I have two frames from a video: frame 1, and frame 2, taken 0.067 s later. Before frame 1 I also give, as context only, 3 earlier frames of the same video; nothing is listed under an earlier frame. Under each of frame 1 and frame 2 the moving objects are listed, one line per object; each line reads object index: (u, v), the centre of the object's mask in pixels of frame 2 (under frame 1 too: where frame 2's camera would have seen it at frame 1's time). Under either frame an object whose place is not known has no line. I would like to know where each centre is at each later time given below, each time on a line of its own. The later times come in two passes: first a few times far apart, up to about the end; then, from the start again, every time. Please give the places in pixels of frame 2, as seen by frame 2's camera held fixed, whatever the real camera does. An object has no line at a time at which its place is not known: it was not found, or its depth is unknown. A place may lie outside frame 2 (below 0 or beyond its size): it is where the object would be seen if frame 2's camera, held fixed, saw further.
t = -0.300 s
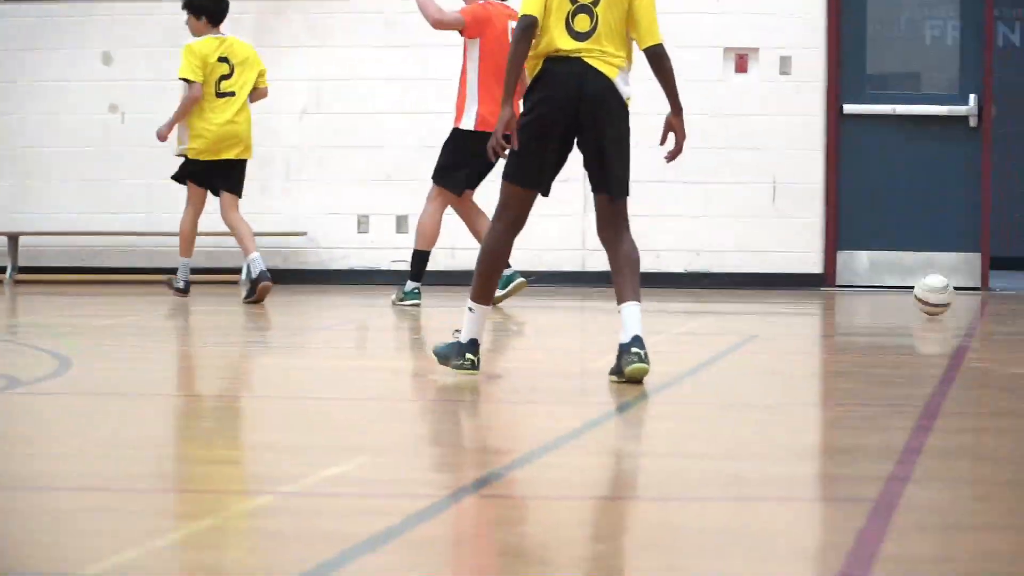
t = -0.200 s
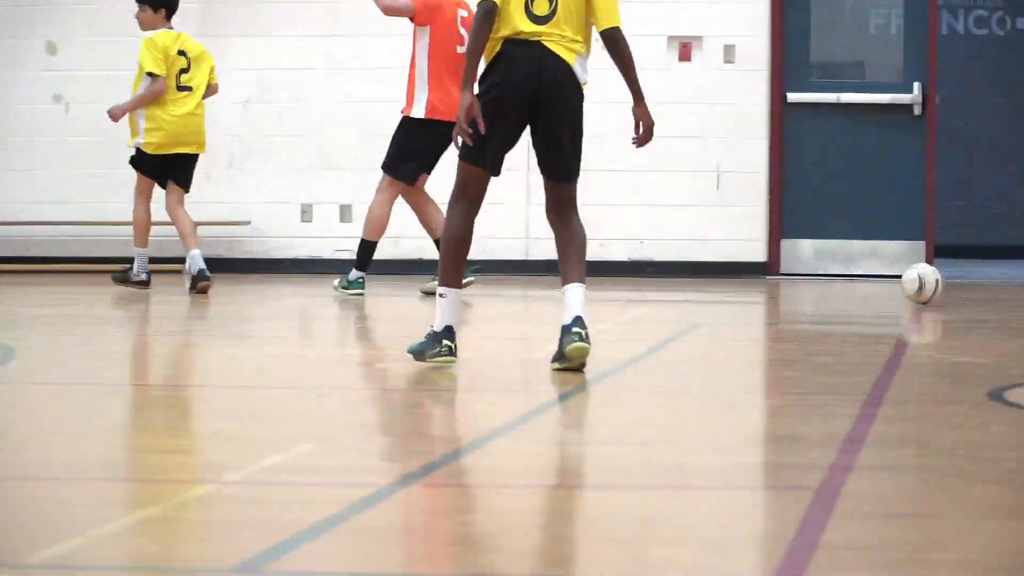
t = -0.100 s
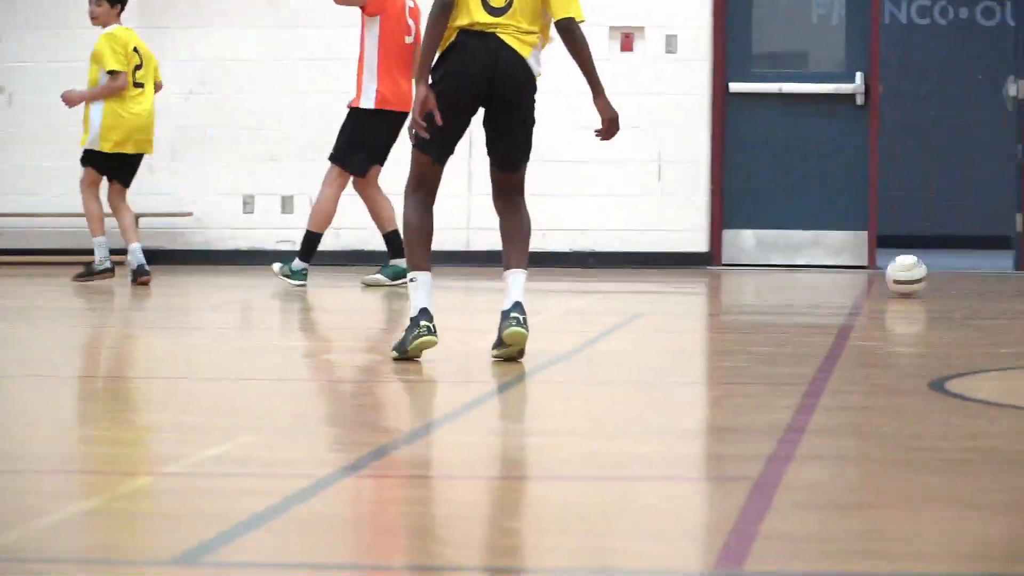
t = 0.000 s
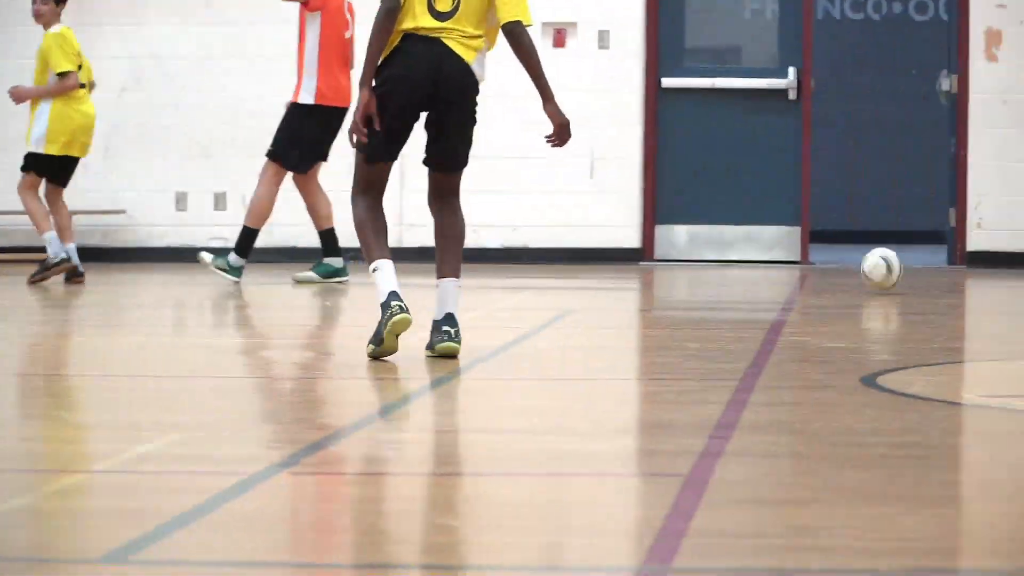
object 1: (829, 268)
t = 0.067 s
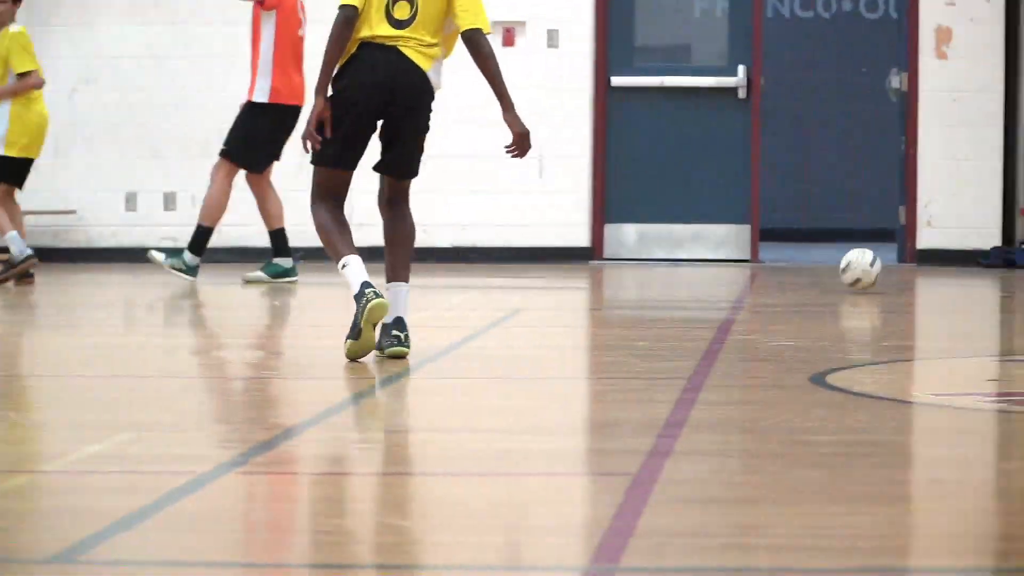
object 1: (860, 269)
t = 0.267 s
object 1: (957, 267)
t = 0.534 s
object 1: (1073, 265)
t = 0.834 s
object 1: (1222, 266)
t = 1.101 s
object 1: (1374, 267)
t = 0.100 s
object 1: (877, 270)
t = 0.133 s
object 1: (892, 270)
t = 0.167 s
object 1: (908, 268)
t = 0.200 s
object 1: (924, 267)
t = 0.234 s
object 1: (941, 267)
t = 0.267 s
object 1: (957, 267)
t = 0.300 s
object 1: (973, 268)
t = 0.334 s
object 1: (989, 267)
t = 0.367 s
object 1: (1004, 265)
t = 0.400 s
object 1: (1018, 263)
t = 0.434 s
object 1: (1030, 263)
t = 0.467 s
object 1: (1044, 263)
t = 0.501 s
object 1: (1058, 264)
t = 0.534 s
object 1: (1073, 265)
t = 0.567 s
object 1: (1088, 268)
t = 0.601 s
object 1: (1103, 266)
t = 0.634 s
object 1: (1119, 265)
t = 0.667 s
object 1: (1134, 265)
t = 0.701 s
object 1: (1152, 265)
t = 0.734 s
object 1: (1169, 266)
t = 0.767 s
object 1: (1187, 268)
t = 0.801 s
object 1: (1204, 268)
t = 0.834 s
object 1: (1222, 266)
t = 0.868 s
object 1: (1241, 265)
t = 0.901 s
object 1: (1258, 264)
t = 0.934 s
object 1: (1278, 265)
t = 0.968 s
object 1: (1296, 266)
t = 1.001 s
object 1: (1315, 268)
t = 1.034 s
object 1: (1335, 270)
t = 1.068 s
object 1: (1353, 269)
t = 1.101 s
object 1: (1374, 267)
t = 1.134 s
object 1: (1393, 268)
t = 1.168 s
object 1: (1413, 268)
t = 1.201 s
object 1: (1434, 269)
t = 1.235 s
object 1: (1455, 271)
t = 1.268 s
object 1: (1473, 271)
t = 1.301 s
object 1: (1492, 269)
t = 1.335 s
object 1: (1510, 268)
